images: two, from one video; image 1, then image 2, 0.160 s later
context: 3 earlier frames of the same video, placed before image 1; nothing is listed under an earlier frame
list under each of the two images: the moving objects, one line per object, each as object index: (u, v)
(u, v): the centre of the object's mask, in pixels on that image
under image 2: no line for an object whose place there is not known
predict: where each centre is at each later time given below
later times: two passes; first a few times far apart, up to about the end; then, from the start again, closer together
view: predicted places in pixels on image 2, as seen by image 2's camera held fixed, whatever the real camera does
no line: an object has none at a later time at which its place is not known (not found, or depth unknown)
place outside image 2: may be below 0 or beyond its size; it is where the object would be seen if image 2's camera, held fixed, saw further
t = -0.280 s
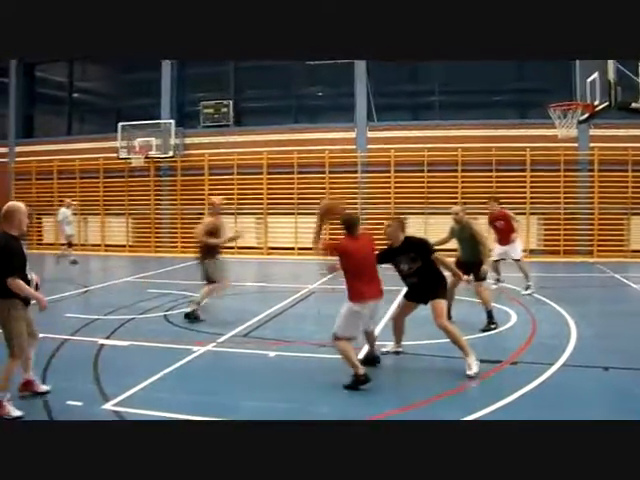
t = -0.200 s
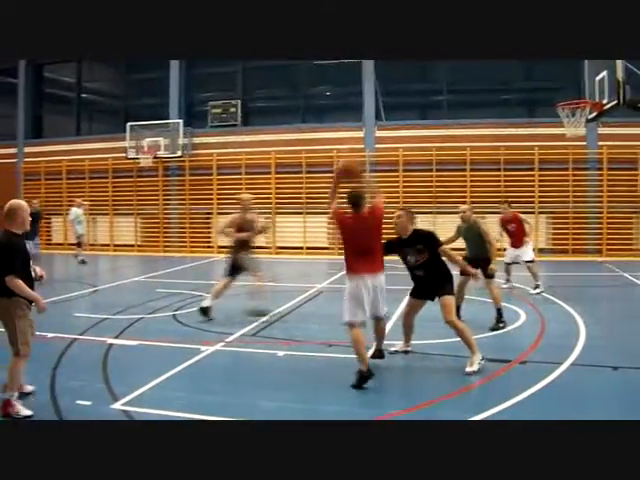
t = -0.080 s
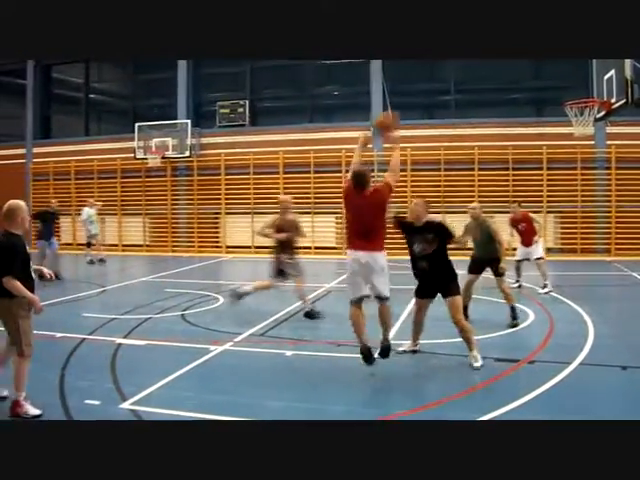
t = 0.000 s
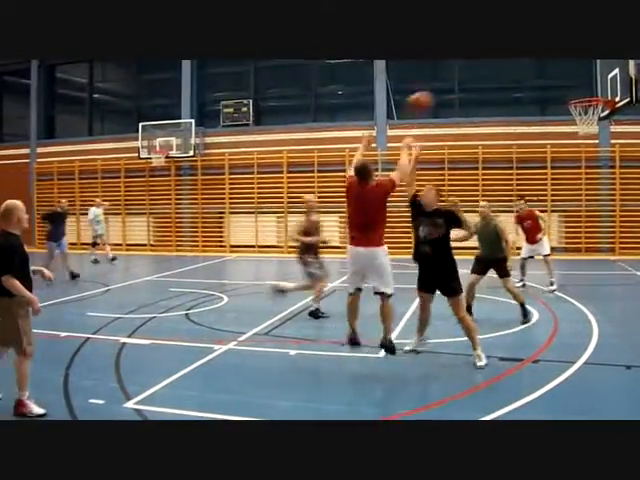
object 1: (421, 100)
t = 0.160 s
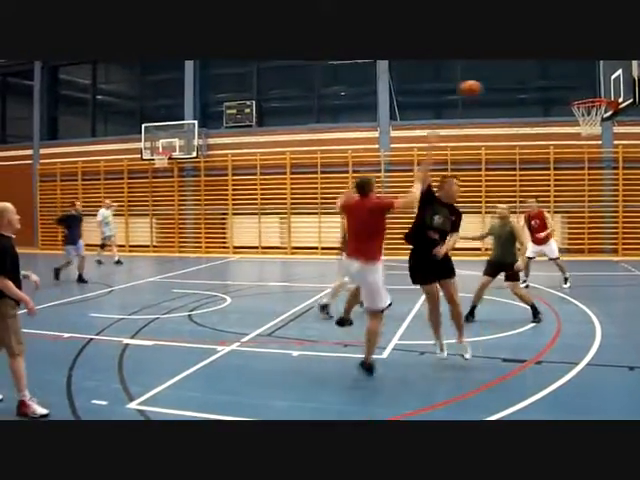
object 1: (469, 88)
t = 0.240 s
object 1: (489, 89)
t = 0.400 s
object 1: (520, 105)
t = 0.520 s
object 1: (538, 125)
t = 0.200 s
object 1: (480, 88)
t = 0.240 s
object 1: (489, 89)
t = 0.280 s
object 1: (498, 92)
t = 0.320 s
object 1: (506, 96)
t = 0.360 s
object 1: (513, 100)
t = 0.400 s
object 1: (520, 105)
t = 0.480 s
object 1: (533, 119)
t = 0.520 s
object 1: (538, 125)
